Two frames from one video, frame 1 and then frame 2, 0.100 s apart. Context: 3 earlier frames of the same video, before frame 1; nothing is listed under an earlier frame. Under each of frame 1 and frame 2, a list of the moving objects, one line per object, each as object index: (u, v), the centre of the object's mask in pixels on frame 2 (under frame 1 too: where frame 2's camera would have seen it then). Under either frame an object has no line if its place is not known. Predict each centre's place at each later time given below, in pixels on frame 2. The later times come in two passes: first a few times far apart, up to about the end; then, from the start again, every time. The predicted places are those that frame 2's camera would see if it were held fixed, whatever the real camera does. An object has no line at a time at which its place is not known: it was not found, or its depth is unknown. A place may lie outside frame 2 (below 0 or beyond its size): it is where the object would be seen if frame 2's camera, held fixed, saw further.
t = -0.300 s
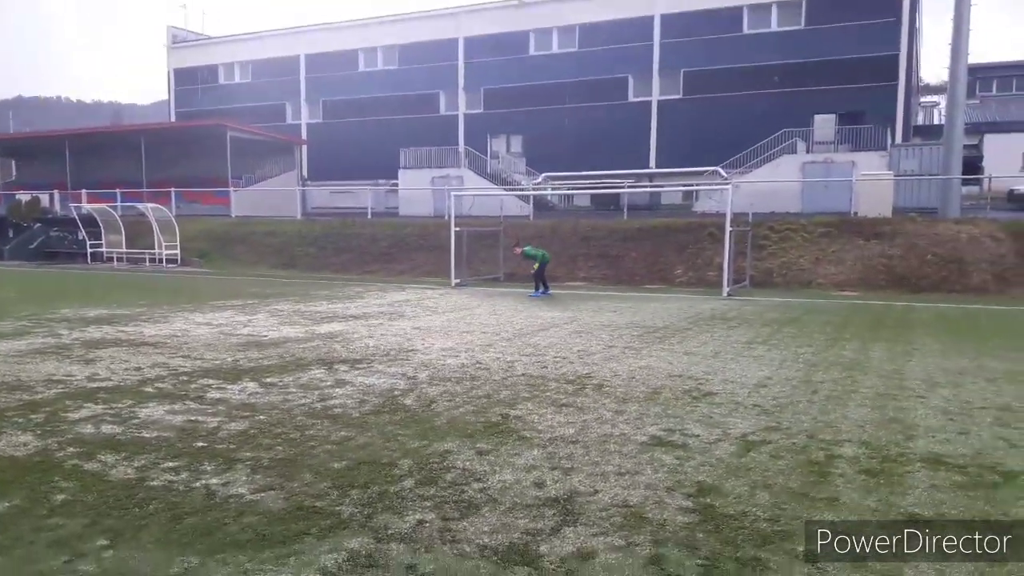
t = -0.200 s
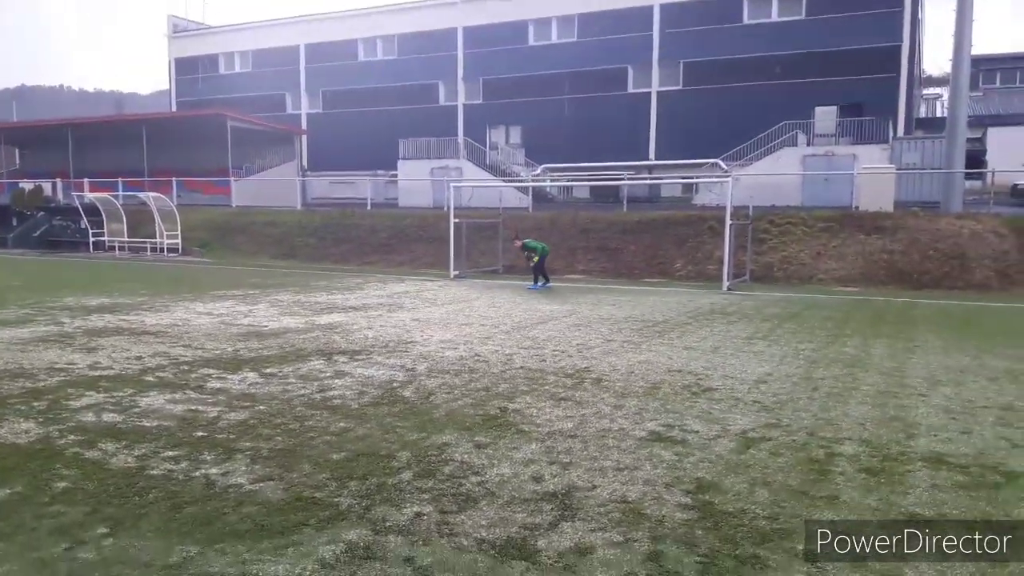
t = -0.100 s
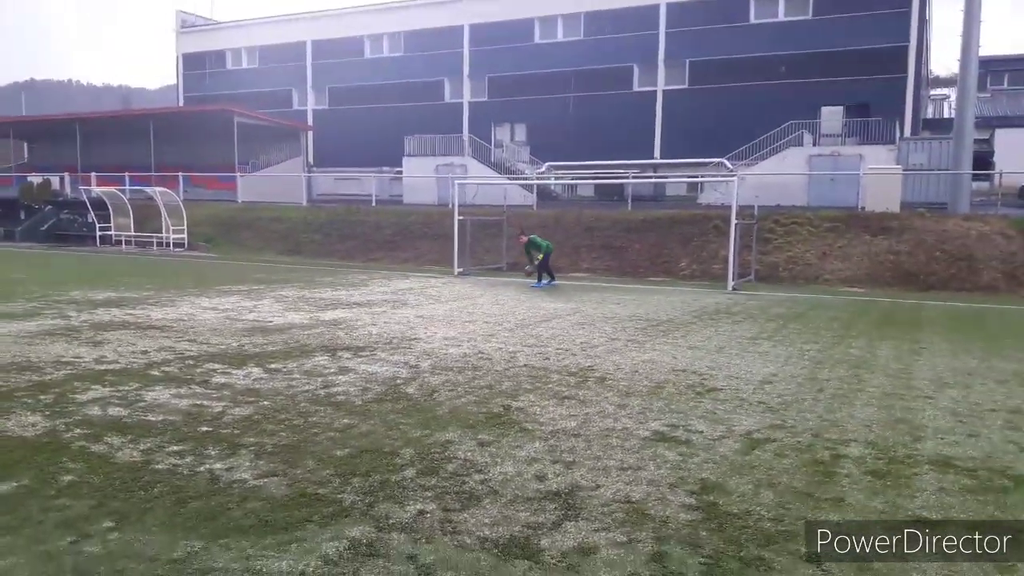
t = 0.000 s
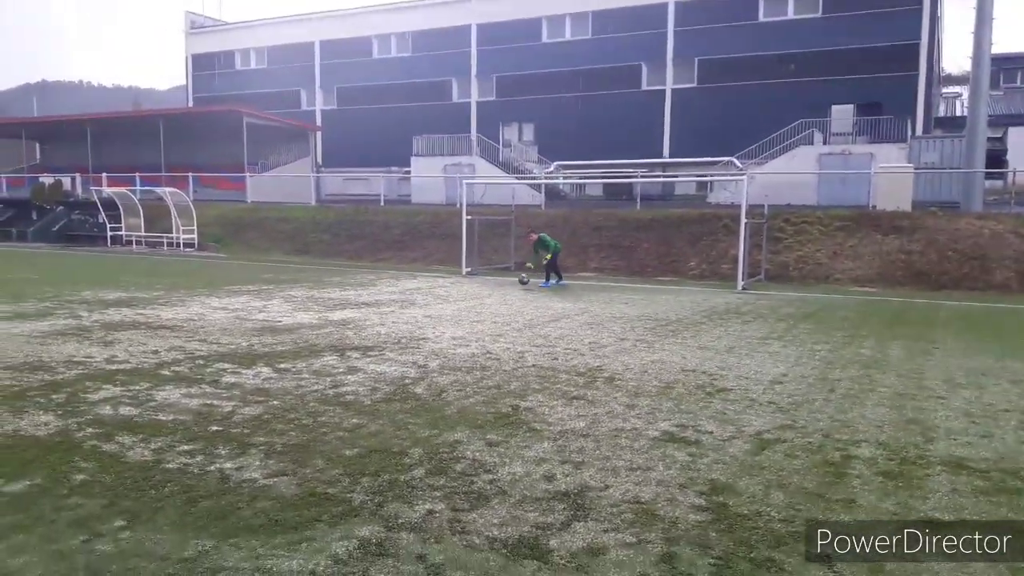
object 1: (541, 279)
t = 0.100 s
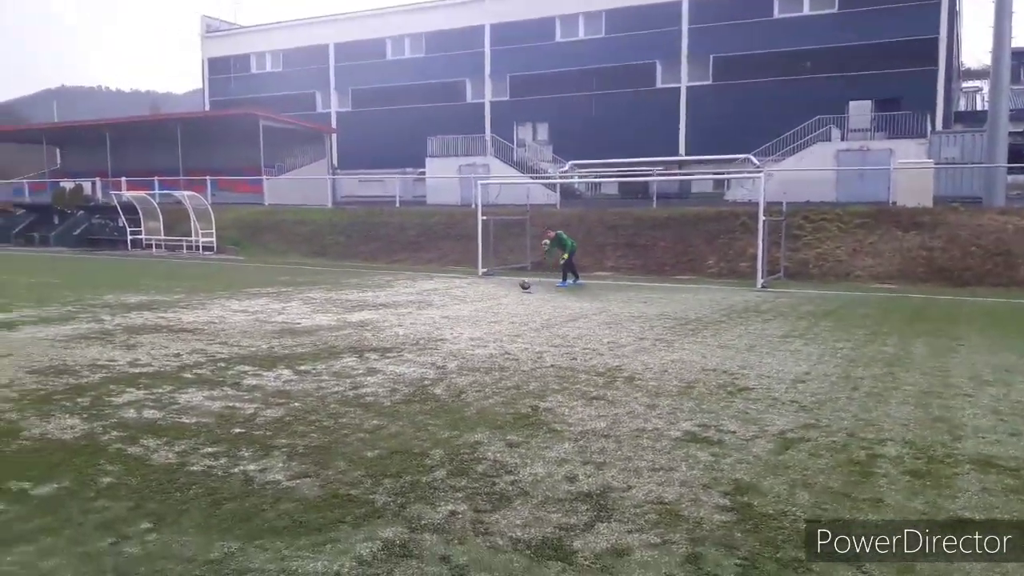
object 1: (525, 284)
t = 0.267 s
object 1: (500, 286)
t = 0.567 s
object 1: (460, 303)
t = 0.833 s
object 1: (415, 312)
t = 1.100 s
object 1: (361, 326)
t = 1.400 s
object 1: (284, 349)
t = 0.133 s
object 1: (520, 284)
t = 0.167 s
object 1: (515, 284)
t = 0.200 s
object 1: (511, 284)
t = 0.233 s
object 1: (506, 285)
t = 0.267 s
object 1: (500, 286)
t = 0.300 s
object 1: (494, 289)
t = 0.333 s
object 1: (489, 294)
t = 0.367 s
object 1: (485, 293)
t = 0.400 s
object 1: (480, 293)
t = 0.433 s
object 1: (476, 293)
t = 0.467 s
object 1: (471, 294)
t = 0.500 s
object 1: (468, 295)
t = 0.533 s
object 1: (463, 298)
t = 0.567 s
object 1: (460, 303)
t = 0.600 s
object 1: (456, 303)
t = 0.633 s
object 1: (449, 302)
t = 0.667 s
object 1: (444, 302)
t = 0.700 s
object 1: (438, 304)
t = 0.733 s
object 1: (432, 306)
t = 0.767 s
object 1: (427, 309)
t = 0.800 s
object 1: (422, 312)
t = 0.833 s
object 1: (415, 312)
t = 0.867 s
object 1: (409, 312)
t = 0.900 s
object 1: (403, 314)
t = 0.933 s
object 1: (396, 316)
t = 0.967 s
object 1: (388, 319)
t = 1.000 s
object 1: (382, 324)
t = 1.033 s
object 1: (375, 324)
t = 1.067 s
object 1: (369, 324)
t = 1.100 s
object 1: (361, 326)
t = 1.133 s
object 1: (353, 327)
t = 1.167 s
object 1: (345, 331)
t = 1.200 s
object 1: (337, 335)
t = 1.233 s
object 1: (331, 335)
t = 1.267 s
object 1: (321, 337)
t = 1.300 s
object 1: (312, 339)
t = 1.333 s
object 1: (303, 341)
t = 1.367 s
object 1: (294, 346)
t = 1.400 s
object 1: (284, 349)
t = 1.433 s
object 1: (274, 349)
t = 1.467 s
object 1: (263, 352)
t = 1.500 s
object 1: (253, 354)
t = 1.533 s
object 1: (241, 360)
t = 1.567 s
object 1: (230, 364)
